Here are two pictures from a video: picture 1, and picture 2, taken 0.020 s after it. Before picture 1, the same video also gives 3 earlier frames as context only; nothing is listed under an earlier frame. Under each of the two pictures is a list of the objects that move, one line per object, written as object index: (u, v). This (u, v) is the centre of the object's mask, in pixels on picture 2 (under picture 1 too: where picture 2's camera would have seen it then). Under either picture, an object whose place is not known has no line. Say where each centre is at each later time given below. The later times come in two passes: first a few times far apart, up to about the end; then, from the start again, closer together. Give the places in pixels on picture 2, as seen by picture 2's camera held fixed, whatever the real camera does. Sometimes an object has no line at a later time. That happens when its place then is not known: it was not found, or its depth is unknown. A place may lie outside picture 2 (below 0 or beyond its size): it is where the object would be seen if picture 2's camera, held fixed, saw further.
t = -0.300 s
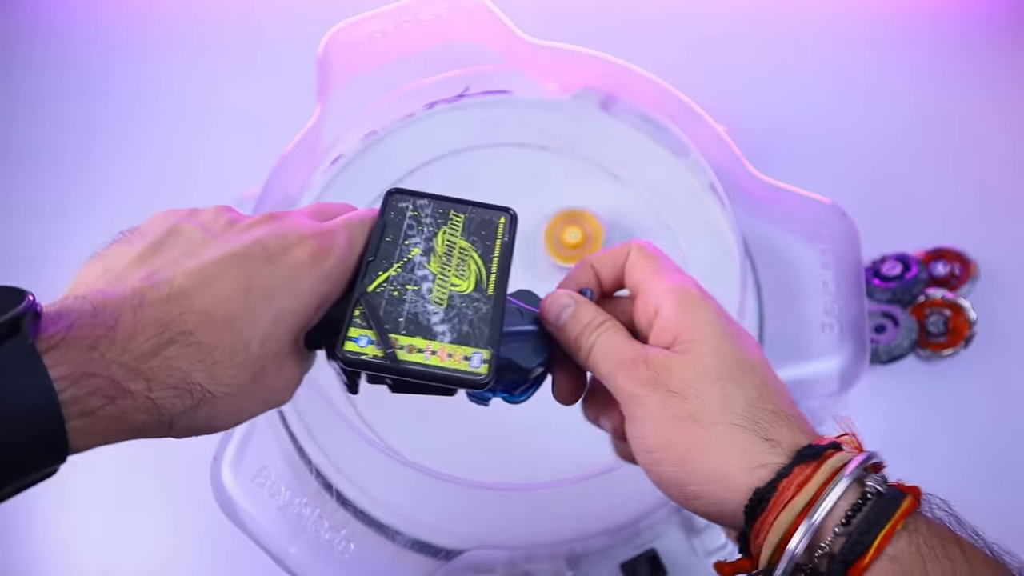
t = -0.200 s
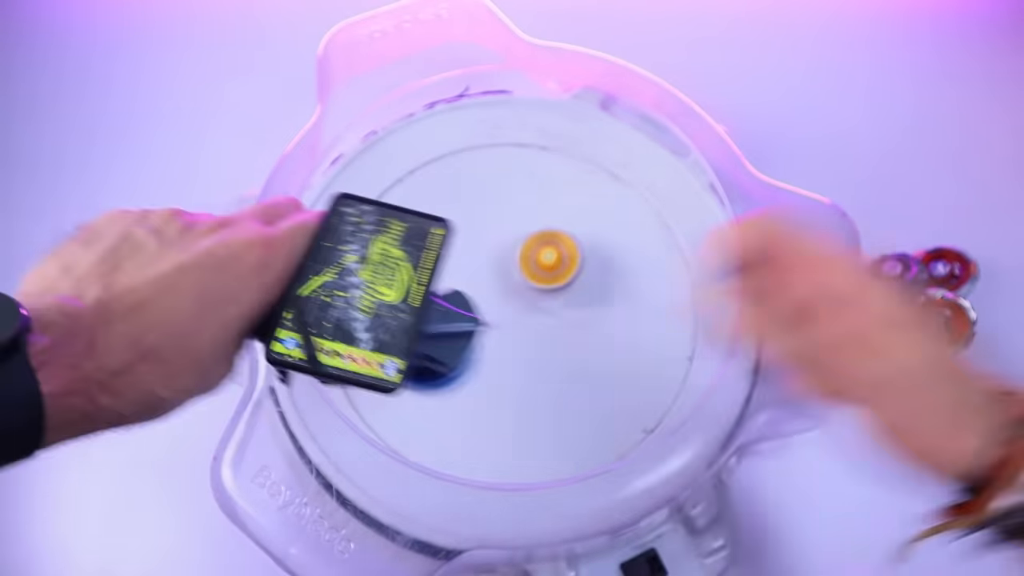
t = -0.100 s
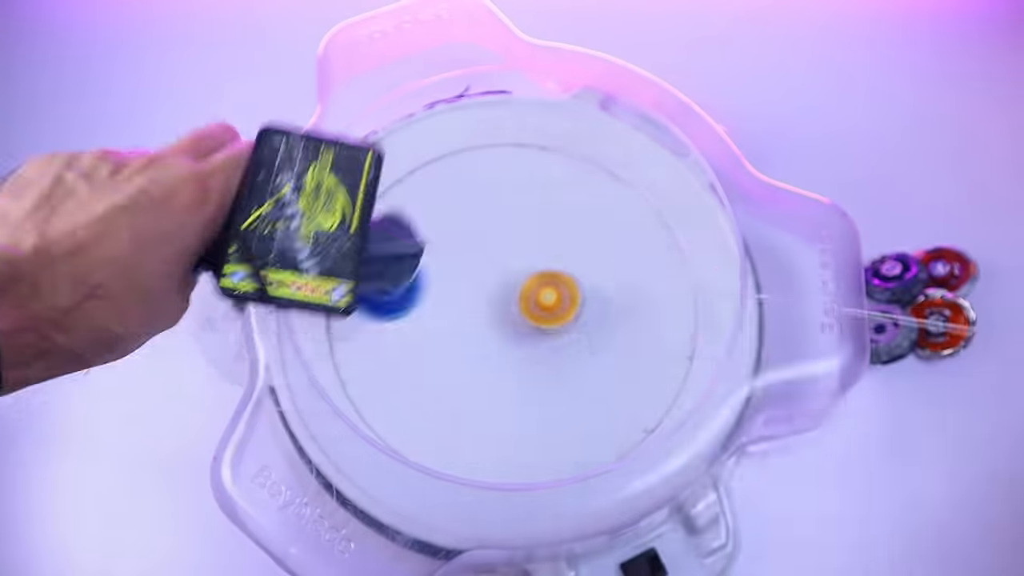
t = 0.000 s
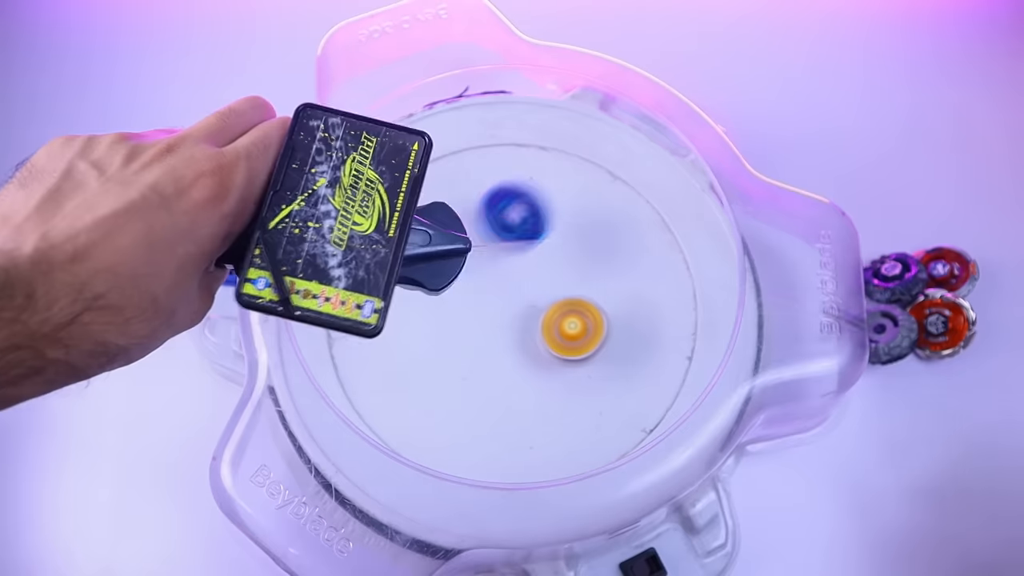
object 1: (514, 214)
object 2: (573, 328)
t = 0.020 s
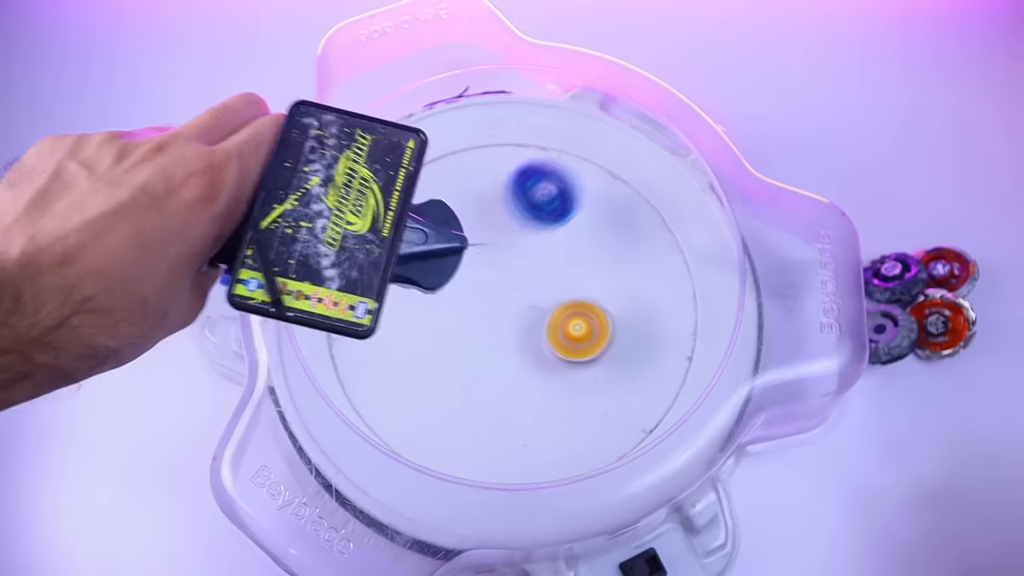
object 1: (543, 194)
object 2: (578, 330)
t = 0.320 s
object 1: (498, 299)
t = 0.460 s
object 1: (455, 361)
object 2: (579, 324)
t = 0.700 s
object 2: (653, 287)
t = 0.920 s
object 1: (557, 339)
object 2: (642, 205)
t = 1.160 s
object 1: (615, 253)
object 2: (506, 201)
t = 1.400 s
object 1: (543, 188)
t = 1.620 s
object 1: (489, 257)
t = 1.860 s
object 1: (548, 323)
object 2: (627, 357)
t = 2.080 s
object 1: (613, 288)
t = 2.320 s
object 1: (638, 247)
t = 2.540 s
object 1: (605, 306)
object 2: (345, 295)
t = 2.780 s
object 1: (624, 364)
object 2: (375, 342)
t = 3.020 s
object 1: (639, 358)
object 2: (552, 377)
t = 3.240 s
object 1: (579, 353)
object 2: (474, 323)
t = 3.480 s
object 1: (511, 404)
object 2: (364, 285)
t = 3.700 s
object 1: (492, 447)
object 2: (393, 301)
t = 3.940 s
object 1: (494, 448)
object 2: (489, 331)
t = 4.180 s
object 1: (477, 374)
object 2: (504, 318)
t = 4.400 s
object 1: (407, 345)
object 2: (476, 284)
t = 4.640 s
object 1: (369, 351)
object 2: (447, 261)
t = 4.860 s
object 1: (407, 317)
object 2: (434, 221)
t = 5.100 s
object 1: (405, 270)
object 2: (428, 159)
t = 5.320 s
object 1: (422, 246)
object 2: (509, 179)
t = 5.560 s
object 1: (422, 206)
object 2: (565, 244)
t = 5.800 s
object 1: (463, 221)
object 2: (661, 287)
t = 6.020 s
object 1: (521, 218)
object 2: (676, 288)
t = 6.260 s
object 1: (560, 199)
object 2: (655, 264)
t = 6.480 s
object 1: (569, 189)
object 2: (643, 271)
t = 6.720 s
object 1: (573, 241)
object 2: (609, 314)
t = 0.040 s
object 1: (572, 175)
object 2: (583, 331)
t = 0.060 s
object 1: (599, 159)
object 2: (586, 330)
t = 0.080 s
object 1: (625, 147)
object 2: (587, 329)
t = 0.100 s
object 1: (640, 141)
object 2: (586, 326)
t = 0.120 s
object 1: (630, 149)
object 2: (586, 325)
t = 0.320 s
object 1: (498, 299)
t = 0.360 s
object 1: (477, 320)
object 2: (579, 319)
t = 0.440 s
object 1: (456, 355)
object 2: (579, 323)
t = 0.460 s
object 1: (455, 361)
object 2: (579, 324)
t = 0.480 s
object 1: (457, 367)
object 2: (579, 324)
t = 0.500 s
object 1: (460, 372)
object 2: (579, 324)
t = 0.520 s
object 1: (466, 375)
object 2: (580, 324)
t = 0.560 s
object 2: (581, 325)
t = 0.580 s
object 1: (495, 377)
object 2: (581, 326)
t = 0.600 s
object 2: (582, 327)
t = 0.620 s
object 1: (519, 372)
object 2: (582, 328)
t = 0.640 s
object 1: (515, 374)
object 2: (600, 317)
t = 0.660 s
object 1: (511, 376)
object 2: (620, 308)
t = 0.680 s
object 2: (639, 297)
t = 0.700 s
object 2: (653, 287)
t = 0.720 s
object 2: (665, 277)
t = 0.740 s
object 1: (504, 374)
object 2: (674, 267)
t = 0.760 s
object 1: (505, 371)
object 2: (680, 259)
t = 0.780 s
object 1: (508, 368)
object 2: (684, 250)
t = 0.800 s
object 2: (684, 243)
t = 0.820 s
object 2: (681, 235)
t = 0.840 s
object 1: (523, 356)
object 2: (676, 227)
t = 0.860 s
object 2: (669, 221)
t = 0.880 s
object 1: (539, 348)
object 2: (661, 214)
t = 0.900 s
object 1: (548, 344)
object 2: (652, 209)
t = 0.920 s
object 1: (557, 339)
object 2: (642, 205)
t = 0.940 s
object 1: (566, 334)
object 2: (631, 202)
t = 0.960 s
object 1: (575, 330)
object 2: (621, 199)
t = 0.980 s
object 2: (608, 197)
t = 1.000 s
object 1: (591, 318)
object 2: (597, 196)
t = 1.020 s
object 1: (596, 311)
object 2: (587, 195)
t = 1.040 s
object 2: (576, 194)
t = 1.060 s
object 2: (566, 194)
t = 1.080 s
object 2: (553, 194)
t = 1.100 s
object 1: (611, 278)
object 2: (540, 194)
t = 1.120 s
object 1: (613, 270)
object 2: (527, 195)
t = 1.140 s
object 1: (614, 261)
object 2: (516, 198)
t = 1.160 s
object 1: (615, 253)
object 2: (506, 201)
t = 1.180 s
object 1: (613, 245)
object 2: (494, 205)
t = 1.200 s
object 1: (611, 237)
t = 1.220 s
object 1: (608, 229)
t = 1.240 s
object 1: (603, 222)
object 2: (469, 224)
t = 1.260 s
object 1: (598, 214)
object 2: (463, 232)
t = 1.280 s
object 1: (592, 208)
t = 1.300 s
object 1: (585, 202)
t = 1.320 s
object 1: (578, 198)
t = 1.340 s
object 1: (569, 194)
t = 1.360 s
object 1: (561, 190)
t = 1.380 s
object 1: (552, 189)
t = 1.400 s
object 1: (543, 188)
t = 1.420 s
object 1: (534, 190)
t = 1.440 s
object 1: (525, 192)
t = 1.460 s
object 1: (517, 196)
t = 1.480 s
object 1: (509, 201)
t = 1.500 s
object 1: (502, 207)
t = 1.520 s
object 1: (496, 214)
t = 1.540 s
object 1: (492, 222)
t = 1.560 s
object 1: (489, 230)
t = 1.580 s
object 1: (488, 239)
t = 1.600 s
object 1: (488, 248)
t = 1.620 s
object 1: (489, 257)
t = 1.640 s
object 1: (491, 266)
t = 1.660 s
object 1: (494, 275)
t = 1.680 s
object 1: (498, 284)
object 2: (529, 374)
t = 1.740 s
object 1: (512, 306)
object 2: (560, 364)
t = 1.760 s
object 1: (517, 312)
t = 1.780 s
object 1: (521, 316)
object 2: (579, 353)
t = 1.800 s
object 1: (527, 321)
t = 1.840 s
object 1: (541, 324)
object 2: (612, 352)
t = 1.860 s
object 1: (548, 323)
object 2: (627, 357)
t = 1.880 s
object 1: (555, 322)
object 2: (642, 366)
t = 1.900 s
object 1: (562, 319)
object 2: (652, 366)
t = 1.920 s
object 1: (568, 317)
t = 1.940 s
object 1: (573, 314)
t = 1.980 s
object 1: (585, 306)
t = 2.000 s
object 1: (590, 302)
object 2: (677, 366)
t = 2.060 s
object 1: (608, 292)
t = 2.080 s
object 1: (613, 288)
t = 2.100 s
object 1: (618, 283)
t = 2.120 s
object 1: (621, 277)
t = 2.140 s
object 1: (624, 269)
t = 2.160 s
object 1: (627, 262)
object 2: (643, 315)
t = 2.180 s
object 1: (631, 256)
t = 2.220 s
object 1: (638, 251)
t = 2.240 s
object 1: (641, 249)
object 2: (588, 309)
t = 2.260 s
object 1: (643, 246)
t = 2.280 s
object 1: (643, 245)
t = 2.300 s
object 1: (641, 245)
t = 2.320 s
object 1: (638, 247)
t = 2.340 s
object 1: (634, 249)
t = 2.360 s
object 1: (630, 252)
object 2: (473, 301)
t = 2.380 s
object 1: (626, 257)
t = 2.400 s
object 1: (622, 262)
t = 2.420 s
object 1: (617, 267)
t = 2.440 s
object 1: (614, 273)
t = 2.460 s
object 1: (611, 280)
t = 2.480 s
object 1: (610, 286)
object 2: (377, 295)
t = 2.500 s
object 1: (608, 293)
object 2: (364, 292)
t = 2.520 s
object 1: (607, 300)
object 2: (353, 293)
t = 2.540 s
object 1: (605, 306)
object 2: (345, 295)
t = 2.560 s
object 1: (604, 313)
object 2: (338, 299)
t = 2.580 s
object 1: (604, 320)
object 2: (332, 302)
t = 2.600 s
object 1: (604, 326)
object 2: (328, 303)
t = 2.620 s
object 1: (604, 332)
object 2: (327, 307)
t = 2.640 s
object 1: (605, 337)
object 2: (327, 310)
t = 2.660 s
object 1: (607, 342)
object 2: (329, 314)
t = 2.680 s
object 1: (610, 346)
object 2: (333, 318)
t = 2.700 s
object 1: (612, 351)
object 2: (337, 323)
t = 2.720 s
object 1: (615, 355)
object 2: (345, 328)
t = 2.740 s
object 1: (618, 358)
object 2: (355, 333)
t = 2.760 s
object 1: (621, 361)
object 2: (365, 339)
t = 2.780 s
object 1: (624, 364)
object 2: (375, 342)
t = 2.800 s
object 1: (627, 366)
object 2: (389, 348)
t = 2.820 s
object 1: (629, 368)
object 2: (403, 353)
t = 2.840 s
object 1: (631, 369)
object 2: (419, 358)
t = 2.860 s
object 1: (634, 370)
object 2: (435, 362)
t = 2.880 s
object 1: (636, 370)
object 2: (451, 366)
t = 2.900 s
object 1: (638, 370)
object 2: (467, 369)
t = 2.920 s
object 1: (640, 369)
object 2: (485, 372)
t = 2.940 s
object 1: (641, 367)
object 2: (502, 376)
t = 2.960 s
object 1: (643, 365)
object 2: (516, 375)
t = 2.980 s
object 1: (643, 363)
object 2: (528, 376)
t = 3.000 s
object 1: (642, 361)
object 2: (541, 376)
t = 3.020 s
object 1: (639, 358)
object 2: (552, 377)
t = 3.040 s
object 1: (636, 356)
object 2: (561, 376)
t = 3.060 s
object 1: (633, 353)
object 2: (569, 373)
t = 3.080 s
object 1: (630, 352)
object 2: (567, 364)
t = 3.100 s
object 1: (624, 353)
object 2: (562, 354)
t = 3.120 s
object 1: (618, 354)
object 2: (552, 347)
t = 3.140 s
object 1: (612, 353)
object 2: (539, 343)
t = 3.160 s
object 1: (606, 351)
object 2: (527, 341)
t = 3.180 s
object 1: (600, 350)
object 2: (514, 340)
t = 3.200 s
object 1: (593, 350)
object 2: (501, 334)
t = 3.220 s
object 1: (586, 351)
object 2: (487, 328)
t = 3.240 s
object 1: (579, 353)
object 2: (474, 323)
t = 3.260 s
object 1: (572, 356)
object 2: (460, 320)
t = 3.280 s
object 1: (565, 360)
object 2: (449, 314)
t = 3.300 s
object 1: (559, 364)
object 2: (437, 306)
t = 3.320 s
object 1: (553, 368)
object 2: (424, 299)
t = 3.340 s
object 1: (546, 372)
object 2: (413, 295)
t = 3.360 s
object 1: (539, 377)
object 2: (402, 292)
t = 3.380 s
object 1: (533, 381)
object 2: (393, 292)
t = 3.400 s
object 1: (527, 386)
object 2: (385, 295)
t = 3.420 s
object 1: (523, 391)
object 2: (379, 292)
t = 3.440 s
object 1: (518, 395)
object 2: (372, 287)
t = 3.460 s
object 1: (515, 400)
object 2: (367, 285)
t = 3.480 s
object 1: (511, 404)
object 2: (364, 285)
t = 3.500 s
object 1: (509, 409)
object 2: (361, 284)
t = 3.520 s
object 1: (506, 413)
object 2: (360, 283)
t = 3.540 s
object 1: (505, 418)
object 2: (359, 283)
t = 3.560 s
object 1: (503, 422)
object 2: (359, 282)
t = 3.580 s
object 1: (502, 427)
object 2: (361, 284)
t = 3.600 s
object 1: (500, 431)
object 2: (363, 286)
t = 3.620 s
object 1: (499, 435)
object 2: (367, 288)
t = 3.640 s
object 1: (497, 439)
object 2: (372, 291)
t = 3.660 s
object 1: (495, 442)
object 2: (378, 294)
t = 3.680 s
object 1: (494, 445)
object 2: (385, 298)
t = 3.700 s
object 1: (492, 447)
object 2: (393, 301)
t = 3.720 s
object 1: (490, 448)
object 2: (401, 304)
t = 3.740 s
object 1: (488, 450)
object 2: (409, 307)
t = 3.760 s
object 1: (487, 451)
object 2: (417, 309)
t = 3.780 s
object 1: (486, 452)
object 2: (427, 313)
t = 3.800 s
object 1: (486, 460)
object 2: (435, 316)
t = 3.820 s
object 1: (486, 461)
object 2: (443, 318)
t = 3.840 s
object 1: (487, 462)
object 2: (451, 320)
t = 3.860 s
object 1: (489, 462)
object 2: (460, 323)
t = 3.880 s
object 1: (491, 461)
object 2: (466, 324)
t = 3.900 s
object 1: (494, 453)
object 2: (476, 328)
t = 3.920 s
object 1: (495, 451)
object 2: (482, 329)
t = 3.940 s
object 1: (494, 448)
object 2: (489, 331)
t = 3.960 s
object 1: (493, 445)
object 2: (494, 331)
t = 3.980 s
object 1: (491, 440)
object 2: (501, 332)
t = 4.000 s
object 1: (491, 434)
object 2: (505, 333)
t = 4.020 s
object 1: (490, 427)
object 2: (509, 333)
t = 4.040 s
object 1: (489, 420)
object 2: (512, 332)
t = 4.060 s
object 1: (489, 413)
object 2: (514, 331)
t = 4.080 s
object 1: (488, 406)
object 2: (514, 328)
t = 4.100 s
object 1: (487, 400)
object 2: (512, 325)
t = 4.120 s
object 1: (485, 393)
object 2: (511, 324)
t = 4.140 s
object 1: (483, 387)
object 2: (510, 322)
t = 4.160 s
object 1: (480, 380)
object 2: (507, 320)
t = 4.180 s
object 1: (477, 374)
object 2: (504, 318)
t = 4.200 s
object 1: (472, 369)
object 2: (500, 315)
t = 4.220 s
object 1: (467, 365)
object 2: (495, 312)
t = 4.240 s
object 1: (461, 361)
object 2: (493, 309)
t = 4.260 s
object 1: (455, 356)
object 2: (491, 305)
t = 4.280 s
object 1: (448, 353)
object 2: (489, 301)
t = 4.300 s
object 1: (442, 351)
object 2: (486, 297)
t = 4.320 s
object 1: (435, 349)
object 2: (483, 293)
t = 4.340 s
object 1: (428, 347)
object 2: (480, 291)
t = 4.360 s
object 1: (421, 347)
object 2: (478, 289)
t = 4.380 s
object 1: (413, 346)
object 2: (477, 287)
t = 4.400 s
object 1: (407, 345)
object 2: (476, 284)
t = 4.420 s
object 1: (400, 344)
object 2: (475, 282)
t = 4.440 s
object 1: (394, 343)
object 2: (474, 280)
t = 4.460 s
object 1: (388, 342)
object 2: (471, 277)
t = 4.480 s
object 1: (383, 342)
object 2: (468, 274)
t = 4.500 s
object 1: (379, 341)
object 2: (466, 272)
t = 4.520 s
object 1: (375, 342)
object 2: (463, 269)
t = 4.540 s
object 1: (372, 343)
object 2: (461, 268)
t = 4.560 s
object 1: (369, 343)
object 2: (458, 267)
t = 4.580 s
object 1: (368, 345)
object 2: (456, 266)
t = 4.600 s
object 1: (367, 347)
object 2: (454, 264)
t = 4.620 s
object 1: (368, 349)
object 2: (450, 262)
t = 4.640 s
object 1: (369, 351)
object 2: (447, 261)
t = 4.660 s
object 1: (373, 352)
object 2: (445, 259)
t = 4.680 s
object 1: (377, 353)
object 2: (442, 255)
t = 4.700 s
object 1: (381, 353)
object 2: (440, 252)
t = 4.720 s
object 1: (387, 351)
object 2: (438, 249)
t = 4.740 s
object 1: (392, 348)
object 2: (437, 245)
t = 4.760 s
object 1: (397, 344)
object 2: (436, 242)
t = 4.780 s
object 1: (400, 340)
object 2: (435, 239)
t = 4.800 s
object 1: (402, 335)
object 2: (434, 234)
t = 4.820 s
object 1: (404, 329)
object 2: (434, 230)
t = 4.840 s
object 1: (405, 323)
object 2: (434, 225)
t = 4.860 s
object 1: (407, 317)
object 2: (434, 221)
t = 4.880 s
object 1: (409, 310)
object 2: (434, 215)
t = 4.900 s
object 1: (411, 303)
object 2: (433, 210)
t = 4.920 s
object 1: (413, 297)
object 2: (432, 205)
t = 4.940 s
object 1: (414, 291)
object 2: (430, 199)
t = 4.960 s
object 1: (415, 285)
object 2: (428, 195)
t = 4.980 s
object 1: (415, 279)
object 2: (426, 192)
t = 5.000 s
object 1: (414, 274)
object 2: (424, 191)
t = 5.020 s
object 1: (413, 269)
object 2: (421, 191)
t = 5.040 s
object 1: (412, 264)
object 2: (418, 191)
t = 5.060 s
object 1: (409, 266)
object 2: (419, 180)
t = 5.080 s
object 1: (406, 268)
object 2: (422, 168)
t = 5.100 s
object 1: (405, 270)
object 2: (428, 159)
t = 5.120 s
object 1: (405, 271)
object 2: (435, 155)
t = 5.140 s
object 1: (405, 272)
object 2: (442, 153)
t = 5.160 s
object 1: (407, 272)
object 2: (452, 154)
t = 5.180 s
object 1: (409, 270)
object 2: (460, 155)
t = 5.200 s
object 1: (411, 268)
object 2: (469, 157)
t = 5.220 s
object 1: (413, 266)
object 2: (477, 159)
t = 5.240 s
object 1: (415, 263)
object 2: (485, 162)
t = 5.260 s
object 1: (417, 259)
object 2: (492, 166)
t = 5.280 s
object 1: (419, 256)
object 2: (498, 170)
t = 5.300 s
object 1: (420, 251)
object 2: (504, 174)
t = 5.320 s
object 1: (422, 246)
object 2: (509, 179)
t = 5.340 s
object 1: (423, 240)
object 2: (513, 184)
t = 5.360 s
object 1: (423, 235)
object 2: (516, 190)
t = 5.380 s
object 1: (424, 229)
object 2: (520, 194)
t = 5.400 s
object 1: (424, 224)
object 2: (523, 202)
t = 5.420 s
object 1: (424, 220)
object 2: (527, 207)
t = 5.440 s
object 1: (424, 216)
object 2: (532, 213)
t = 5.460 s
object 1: (424, 212)
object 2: (536, 217)
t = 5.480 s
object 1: (424, 209)
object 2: (541, 224)
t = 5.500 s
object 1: (423, 207)
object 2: (546, 230)
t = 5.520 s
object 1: (423, 206)
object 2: (552, 235)
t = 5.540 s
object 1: (422, 206)
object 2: (558, 240)
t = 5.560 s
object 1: (422, 206)
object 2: (565, 244)
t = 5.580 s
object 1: (422, 207)
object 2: (573, 249)
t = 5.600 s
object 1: (422, 208)
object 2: (582, 254)
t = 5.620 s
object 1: (423, 210)
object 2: (591, 259)
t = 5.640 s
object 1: (426, 211)
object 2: (600, 263)
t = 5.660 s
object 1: (429, 213)
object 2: (608, 267)
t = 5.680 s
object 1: (432, 214)
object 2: (617, 270)
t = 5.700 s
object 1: (437, 216)
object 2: (626, 275)
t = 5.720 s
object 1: (442, 217)
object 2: (634, 277)
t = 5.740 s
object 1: (447, 219)
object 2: (641, 280)
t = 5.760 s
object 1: (452, 220)
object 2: (649, 283)
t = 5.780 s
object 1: (458, 221)
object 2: (655, 287)
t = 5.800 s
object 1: (463, 221)
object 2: (661, 287)
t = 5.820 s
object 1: (468, 221)
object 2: (665, 290)
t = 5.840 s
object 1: (474, 221)
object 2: (669, 291)
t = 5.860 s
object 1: (479, 220)
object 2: (672, 293)
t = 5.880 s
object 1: (485, 220)
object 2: (674, 294)
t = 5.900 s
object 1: (491, 220)
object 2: (675, 294)
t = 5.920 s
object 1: (496, 220)
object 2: (676, 294)
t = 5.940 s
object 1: (501, 220)
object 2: (677, 294)
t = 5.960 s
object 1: (507, 220)
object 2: (677, 293)
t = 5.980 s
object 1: (512, 219)
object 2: (677, 292)
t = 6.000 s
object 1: (517, 218)
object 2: (676, 290)
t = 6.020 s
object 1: (521, 218)
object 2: (676, 288)
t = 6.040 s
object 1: (525, 217)
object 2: (675, 286)
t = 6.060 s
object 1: (529, 216)
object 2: (674, 284)
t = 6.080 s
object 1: (533, 214)
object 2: (673, 281)
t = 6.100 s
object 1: (536, 213)
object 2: (672, 279)
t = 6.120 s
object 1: (540, 212)
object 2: (670, 277)
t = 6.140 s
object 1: (543, 210)
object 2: (668, 273)
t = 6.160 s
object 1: (546, 208)
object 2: (666, 271)
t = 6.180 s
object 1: (550, 207)
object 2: (663, 269)
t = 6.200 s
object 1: (553, 205)
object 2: (661, 268)
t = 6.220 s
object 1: (555, 203)
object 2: (659, 266)
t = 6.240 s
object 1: (558, 201)
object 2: (657, 265)
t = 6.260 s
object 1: (560, 199)
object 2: (655, 264)
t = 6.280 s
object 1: (563, 197)
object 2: (654, 263)
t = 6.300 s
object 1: (565, 195)
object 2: (653, 262)
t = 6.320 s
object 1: (566, 194)
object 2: (652, 262)
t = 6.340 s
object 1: (568, 192)
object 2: (651, 261)
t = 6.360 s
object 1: (570, 190)
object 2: (650, 261)
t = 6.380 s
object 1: (570, 189)
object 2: (649, 261)
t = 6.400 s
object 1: (571, 188)
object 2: (649, 262)
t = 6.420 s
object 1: (571, 187)
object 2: (648, 263)
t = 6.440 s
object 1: (571, 187)
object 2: (646, 265)
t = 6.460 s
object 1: (570, 187)
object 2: (644, 268)
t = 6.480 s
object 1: (569, 189)
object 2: (643, 271)
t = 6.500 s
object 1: (568, 190)
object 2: (641, 274)
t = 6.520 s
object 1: (568, 193)
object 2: (640, 277)
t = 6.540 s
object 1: (567, 197)
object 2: (637, 282)
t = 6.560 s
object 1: (566, 201)
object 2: (634, 285)
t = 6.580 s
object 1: (566, 205)
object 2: (632, 289)
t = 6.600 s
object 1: (566, 210)
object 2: (629, 293)
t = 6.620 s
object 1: (566, 215)
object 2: (627, 297)
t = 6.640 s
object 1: (567, 220)
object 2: (624, 300)
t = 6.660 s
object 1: (568, 226)
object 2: (621, 303)
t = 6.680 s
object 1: (569, 231)
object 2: (617, 307)
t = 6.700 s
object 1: (571, 236)
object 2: (613, 311)
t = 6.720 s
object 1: (573, 241)
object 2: (609, 314)
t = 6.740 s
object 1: (575, 245)
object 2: (605, 317)
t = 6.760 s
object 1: (578, 249)
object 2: (602, 322)
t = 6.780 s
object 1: (581, 253)
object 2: (599, 325)
